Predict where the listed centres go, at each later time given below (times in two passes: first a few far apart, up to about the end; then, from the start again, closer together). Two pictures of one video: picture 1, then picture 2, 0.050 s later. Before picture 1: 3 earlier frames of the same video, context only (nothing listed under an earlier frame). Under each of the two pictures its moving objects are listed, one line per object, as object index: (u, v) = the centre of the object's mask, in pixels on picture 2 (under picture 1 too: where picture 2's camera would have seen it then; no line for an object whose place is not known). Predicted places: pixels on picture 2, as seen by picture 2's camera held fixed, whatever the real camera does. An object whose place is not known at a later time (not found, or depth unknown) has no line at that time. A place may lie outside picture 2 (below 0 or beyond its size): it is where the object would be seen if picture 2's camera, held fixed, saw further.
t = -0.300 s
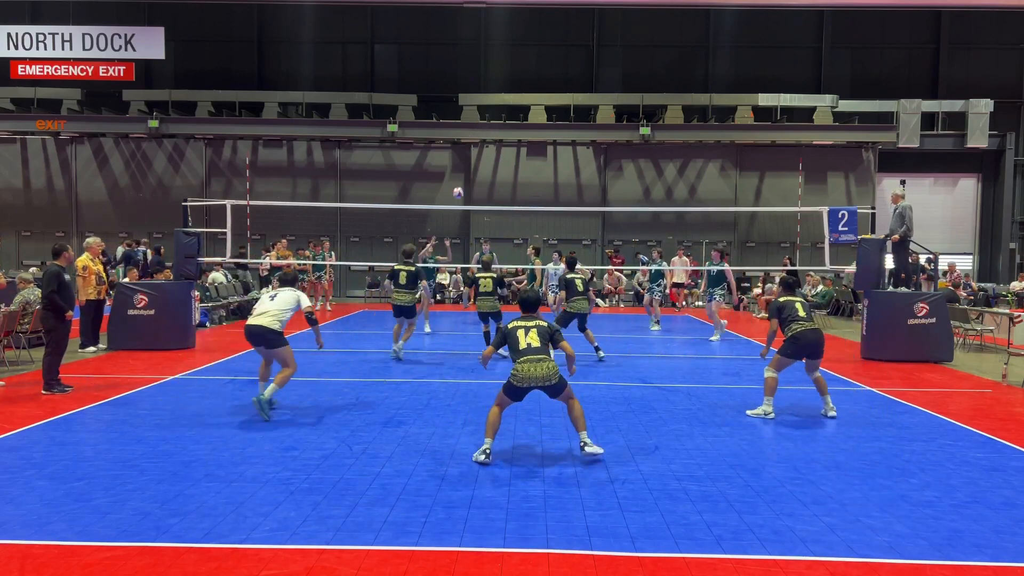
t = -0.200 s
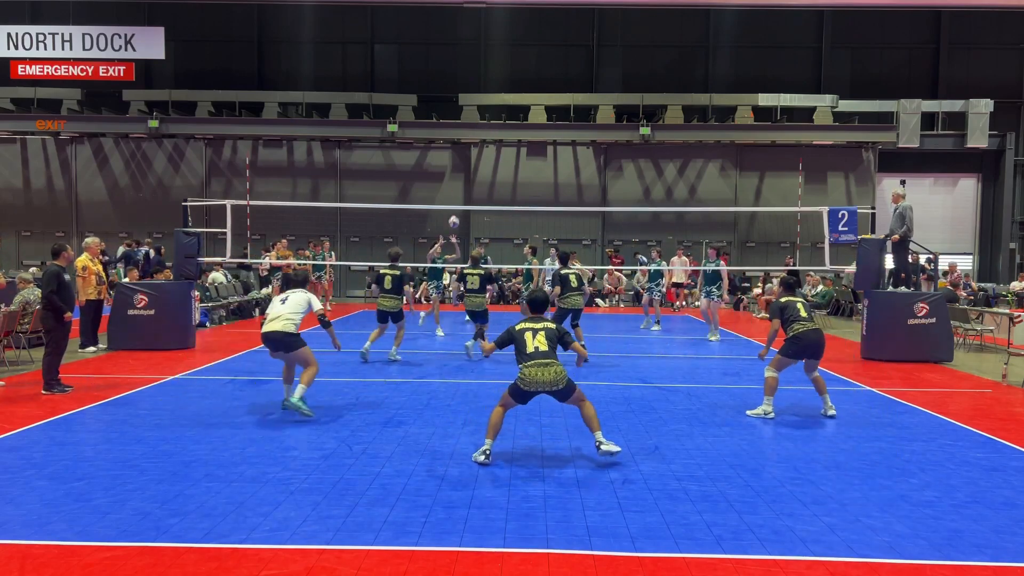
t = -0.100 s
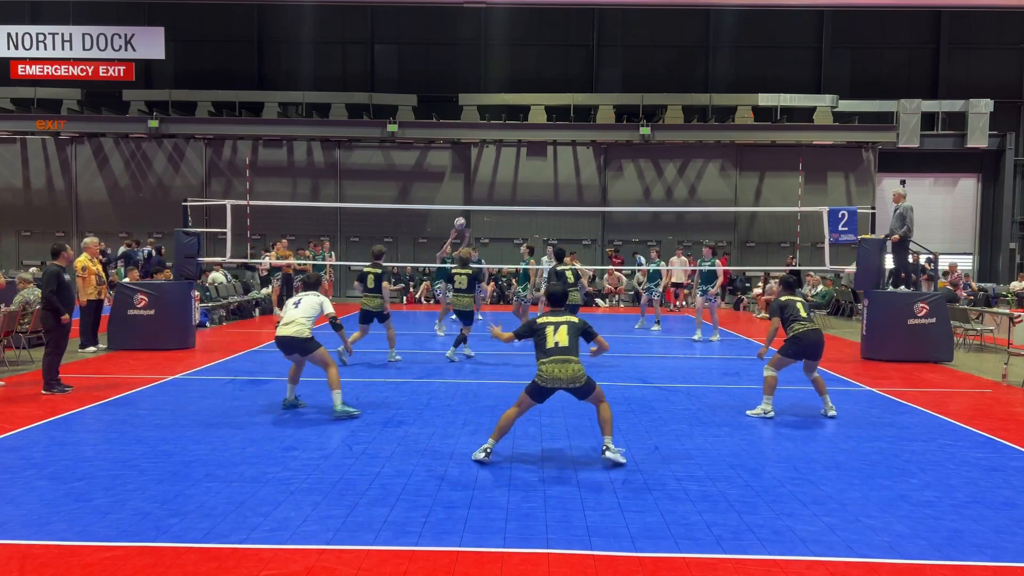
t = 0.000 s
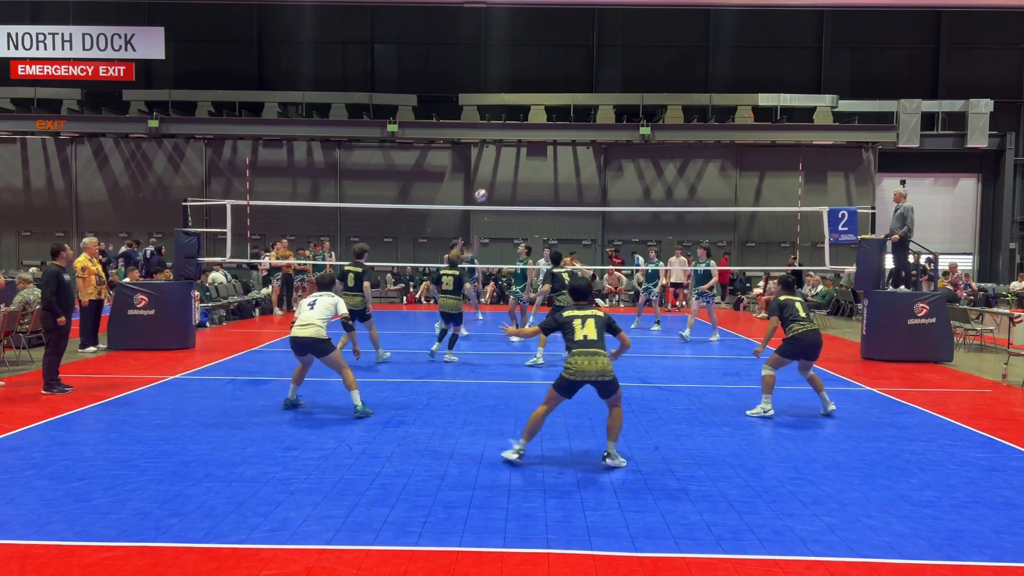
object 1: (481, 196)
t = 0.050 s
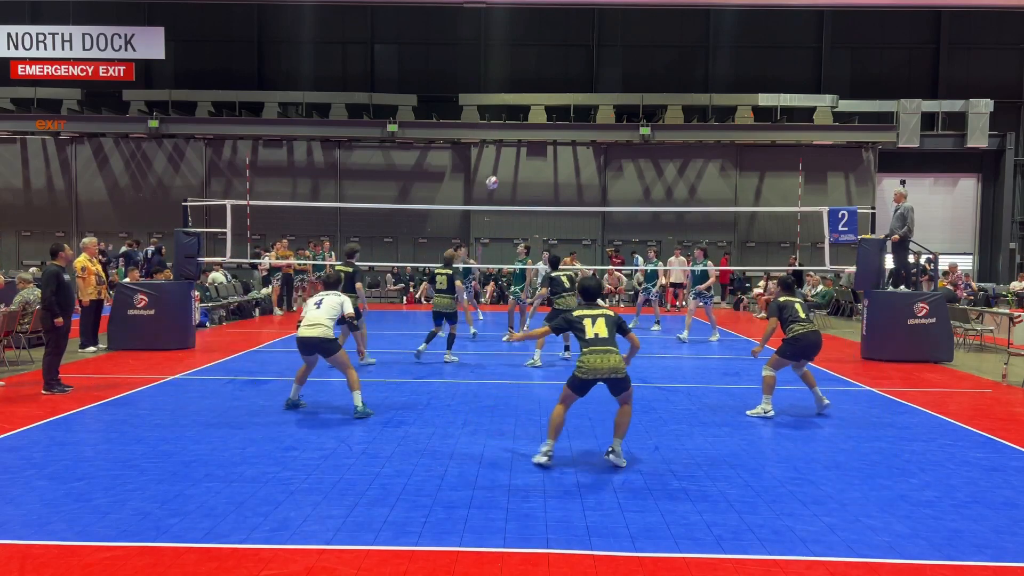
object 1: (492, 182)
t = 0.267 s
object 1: (546, 139)
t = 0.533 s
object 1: (625, 122)
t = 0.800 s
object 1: (728, 161)
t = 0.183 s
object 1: (524, 153)
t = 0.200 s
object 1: (528, 150)
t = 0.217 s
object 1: (532, 147)
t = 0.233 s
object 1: (537, 144)
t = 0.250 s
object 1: (541, 142)
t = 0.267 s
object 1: (546, 139)
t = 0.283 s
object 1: (550, 137)
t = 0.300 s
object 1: (555, 134)
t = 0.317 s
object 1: (559, 132)
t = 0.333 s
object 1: (564, 130)
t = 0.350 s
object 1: (569, 128)
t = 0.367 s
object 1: (573, 127)
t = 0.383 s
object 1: (578, 125)
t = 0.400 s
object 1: (583, 124)
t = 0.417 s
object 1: (588, 123)
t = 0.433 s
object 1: (593, 122)
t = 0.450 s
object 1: (598, 122)
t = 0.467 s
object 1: (603, 121)
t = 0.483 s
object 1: (609, 121)
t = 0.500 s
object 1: (614, 121)
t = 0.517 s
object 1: (619, 121)
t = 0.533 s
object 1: (625, 122)
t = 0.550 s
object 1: (631, 122)
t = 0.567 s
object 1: (636, 123)
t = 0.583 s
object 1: (643, 125)
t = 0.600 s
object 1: (648, 126)
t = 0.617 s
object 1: (655, 127)
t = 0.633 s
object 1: (661, 128)
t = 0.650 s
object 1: (667, 131)
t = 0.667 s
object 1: (674, 133)
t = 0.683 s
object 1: (681, 135)
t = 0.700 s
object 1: (687, 138)
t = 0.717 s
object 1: (694, 141)
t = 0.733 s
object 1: (700, 145)
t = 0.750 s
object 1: (707, 148)
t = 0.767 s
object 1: (714, 152)
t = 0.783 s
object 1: (721, 156)
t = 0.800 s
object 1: (728, 161)
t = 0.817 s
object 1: (735, 165)
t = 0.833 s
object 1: (743, 171)
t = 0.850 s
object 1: (751, 176)
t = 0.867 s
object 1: (758, 182)
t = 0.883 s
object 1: (766, 189)
